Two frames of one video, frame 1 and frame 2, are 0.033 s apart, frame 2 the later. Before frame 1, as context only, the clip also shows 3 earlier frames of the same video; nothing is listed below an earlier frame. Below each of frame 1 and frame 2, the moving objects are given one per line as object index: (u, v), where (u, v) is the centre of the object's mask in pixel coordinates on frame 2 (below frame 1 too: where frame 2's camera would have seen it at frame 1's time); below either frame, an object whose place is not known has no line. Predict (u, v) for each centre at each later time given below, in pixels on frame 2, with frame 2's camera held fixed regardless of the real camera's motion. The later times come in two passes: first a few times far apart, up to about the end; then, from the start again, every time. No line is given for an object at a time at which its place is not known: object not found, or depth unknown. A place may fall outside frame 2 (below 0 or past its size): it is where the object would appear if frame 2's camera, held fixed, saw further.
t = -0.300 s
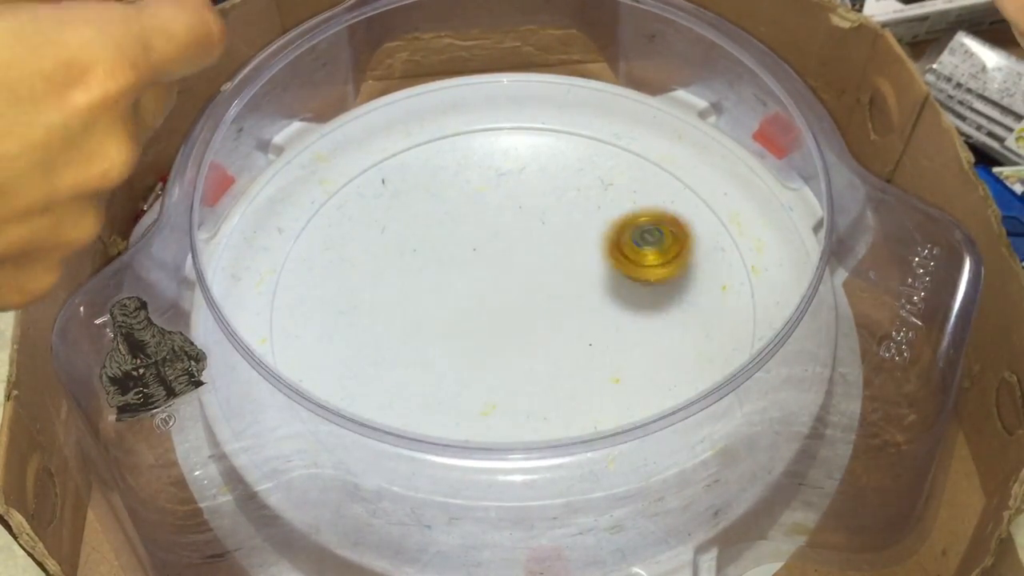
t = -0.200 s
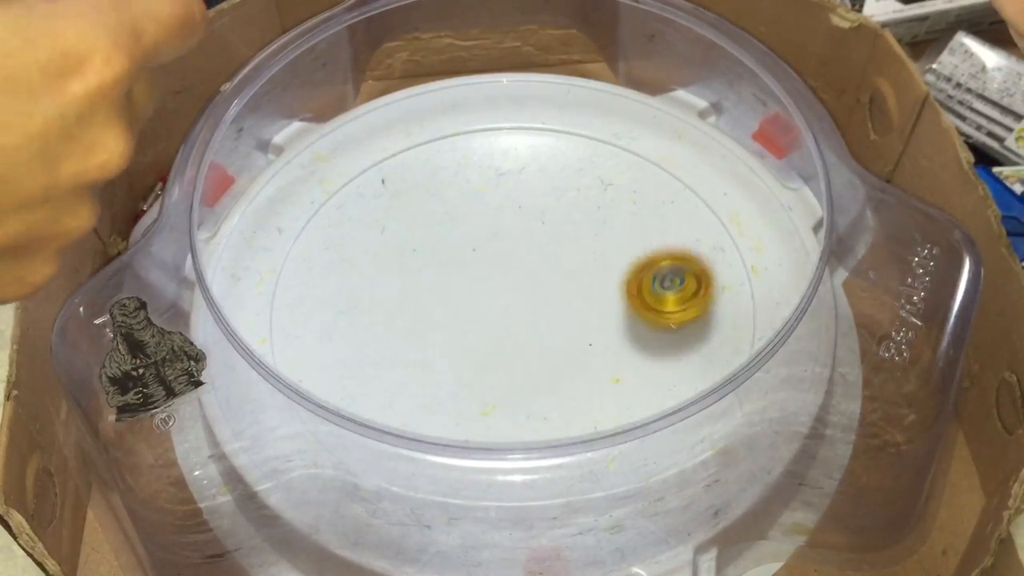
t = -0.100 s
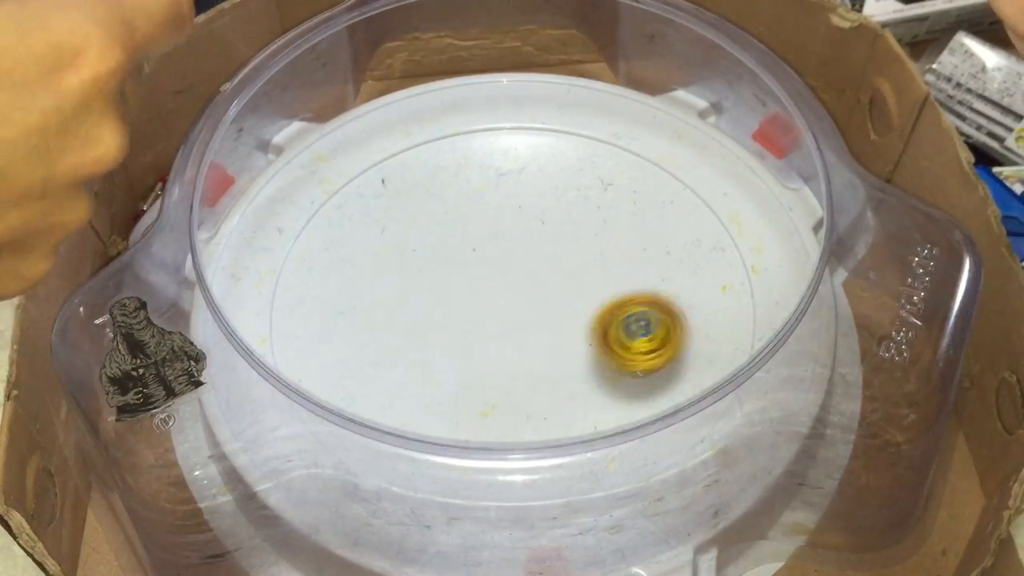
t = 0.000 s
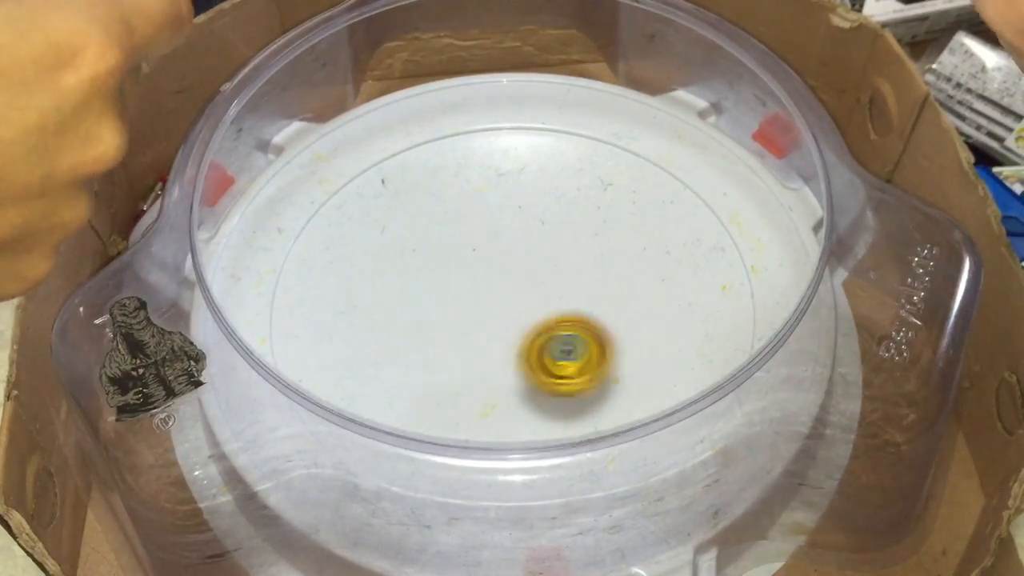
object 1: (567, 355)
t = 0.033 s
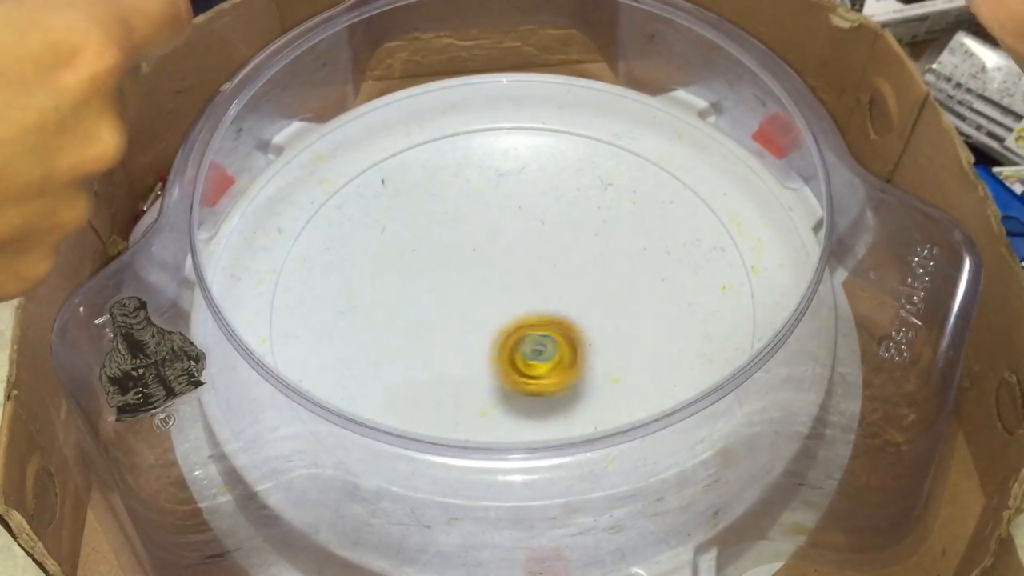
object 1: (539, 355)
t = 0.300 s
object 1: (409, 255)
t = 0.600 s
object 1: (505, 189)
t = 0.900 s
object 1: (550, 337)
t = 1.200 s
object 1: (406, 369)
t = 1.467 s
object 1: (467, 262)
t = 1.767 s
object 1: (623, 264)
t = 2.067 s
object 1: (536, 335)
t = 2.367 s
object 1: (431, 247)
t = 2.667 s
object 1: (512, 228)
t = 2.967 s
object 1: (523, 342)
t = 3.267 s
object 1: (438, 337)
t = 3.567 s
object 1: (513, 266)
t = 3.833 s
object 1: (583, 283)
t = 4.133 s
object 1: (509, 308)
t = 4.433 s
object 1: (457, 262)
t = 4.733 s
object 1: (504, 270)
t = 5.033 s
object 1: (517, 329)
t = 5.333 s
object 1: (488, 324)
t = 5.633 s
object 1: (514, 275)
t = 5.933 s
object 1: (548, 278)
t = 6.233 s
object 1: (493, 297)
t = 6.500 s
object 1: (463, 292)
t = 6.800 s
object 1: (493, 290)
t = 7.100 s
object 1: (532, 290)
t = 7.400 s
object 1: (526, 287)
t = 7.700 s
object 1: (502, 293)
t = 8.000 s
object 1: (489, 303)
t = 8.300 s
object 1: (505, 297)
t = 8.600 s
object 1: (516, 285)
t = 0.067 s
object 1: (514, 351)
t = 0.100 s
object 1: (490, 344)
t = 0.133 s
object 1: (468, 333)
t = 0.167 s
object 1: (449, 320)
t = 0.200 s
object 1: (433, 305)
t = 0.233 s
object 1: (422, 289)
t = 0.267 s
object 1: (414, 272)
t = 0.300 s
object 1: (409, 255)
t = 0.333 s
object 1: (407, 239)
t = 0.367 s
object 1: (409, 222)
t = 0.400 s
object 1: (415, 209)
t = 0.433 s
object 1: (423, 198)
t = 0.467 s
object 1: (436, 189)
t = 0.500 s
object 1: (452, 183)
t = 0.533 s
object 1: (467, 181)
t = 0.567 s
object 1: (486, 183)
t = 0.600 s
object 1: (505, 189)
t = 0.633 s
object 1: (522, 199)
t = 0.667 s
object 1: (538, 212)
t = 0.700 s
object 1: (550, 228)
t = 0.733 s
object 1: (558, 246)
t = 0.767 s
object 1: (563, 264)
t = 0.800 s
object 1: (565, 283)
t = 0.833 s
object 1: (562, 301)
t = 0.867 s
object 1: (558, 319)
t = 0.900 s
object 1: (550, 337)
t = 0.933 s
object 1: (539, 353)
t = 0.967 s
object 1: (524, 367)
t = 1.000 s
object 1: (508, 379)
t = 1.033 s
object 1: (489, 388)
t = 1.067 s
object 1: (469, 392)
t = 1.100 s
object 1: (448, 392)
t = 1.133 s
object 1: (431, 387)
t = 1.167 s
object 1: (417, 380)
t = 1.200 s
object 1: (406, 369)
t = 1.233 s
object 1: (400, 356)
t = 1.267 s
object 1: (397, 341)
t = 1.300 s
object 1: (399, 325)
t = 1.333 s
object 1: (406, 309)
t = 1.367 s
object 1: (419, 295)
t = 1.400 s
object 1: (433, 283)
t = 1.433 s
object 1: (449, 272)
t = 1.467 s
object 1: (467, 262)
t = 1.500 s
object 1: (486, 254)
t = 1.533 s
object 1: (506, 248)
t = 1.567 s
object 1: (527, 244)
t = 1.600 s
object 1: (547, 242)
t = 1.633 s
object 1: (564, 242)
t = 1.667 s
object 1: (582, 244)
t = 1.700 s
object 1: (599, 248)
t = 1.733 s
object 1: (613, 254)
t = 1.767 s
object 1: (623, 264)
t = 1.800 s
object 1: (629, 273)
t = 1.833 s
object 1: (630, 283)
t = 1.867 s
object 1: (628, 295)
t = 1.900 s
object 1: (622, 306)
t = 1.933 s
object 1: (611, 317)
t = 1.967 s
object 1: (594, 326)
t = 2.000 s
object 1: (576, 331)
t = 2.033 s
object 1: (557, 334)
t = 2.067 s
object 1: (536, 335)
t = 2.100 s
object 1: (515, 332)
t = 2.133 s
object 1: (496, 326)
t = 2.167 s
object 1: (479, 317)
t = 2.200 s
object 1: (465, 308)
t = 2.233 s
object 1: (452, 297)
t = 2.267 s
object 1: (441, 285)
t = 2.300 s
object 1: (434, 271)
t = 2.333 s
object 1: (432, 259)
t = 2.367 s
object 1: (431, 247)
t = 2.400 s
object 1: (432, 236)
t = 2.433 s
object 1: (437, 225)
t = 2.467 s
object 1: (446, 217)
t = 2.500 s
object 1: (455, 213)
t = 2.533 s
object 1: (464, 211)
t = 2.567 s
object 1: (476, 211)
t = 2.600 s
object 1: (490, 215)
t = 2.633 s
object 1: (500, 220)
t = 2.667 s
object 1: (512, 228)
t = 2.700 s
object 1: (523, 238)
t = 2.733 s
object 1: (532, 251)
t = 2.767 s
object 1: (537, 264)
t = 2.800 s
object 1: (541, 277)
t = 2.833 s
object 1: (543, 290)
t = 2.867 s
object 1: (541, 305)
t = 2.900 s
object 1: (537, 319)
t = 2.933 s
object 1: (531, 330)
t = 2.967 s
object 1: (523, 342)
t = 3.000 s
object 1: (512, 351)
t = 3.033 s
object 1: (501, 357)
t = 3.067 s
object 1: (489, 363)
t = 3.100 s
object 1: (478, 365)
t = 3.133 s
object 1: (465, 364)
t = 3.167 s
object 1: (455, 360)
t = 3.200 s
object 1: (448, 355)
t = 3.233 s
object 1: (441, 348)
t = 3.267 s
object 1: (438, 337)
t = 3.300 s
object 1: (439, 329)
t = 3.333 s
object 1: (441, 319)
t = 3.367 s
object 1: (447, 308)
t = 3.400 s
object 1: (455, 299)
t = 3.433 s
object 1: (464, 290)
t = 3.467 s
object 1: (475, 282)
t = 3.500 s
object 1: (488, 276)
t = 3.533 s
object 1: (499, 271)
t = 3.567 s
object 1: (513, 266)
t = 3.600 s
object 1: (527, 263)
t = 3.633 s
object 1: (538, 263)
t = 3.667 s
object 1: (551, 262)
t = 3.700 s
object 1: (563, 264)
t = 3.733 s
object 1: (570, 267)
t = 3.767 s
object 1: (577, 270)
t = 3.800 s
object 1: (583, 277)
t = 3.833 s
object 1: (583, 283)
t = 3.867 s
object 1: (583, 289)
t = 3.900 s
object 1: (580, 296)
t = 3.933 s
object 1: (573, 301)
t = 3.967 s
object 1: (566, 305)
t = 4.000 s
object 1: (556, 309)
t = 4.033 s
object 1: (544, 311)
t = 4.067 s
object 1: (533, 312)
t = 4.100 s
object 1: (519, 311)
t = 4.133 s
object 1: (509, 308)
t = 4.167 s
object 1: (498, 306)
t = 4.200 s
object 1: (487, 301)
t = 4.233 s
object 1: (478, 296)
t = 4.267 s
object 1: (471, 291)
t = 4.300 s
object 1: (465, 284)
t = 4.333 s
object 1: (461, 279)
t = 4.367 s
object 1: (458, 273)
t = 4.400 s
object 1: (457, 267)
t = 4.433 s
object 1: (457, 262)
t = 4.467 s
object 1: (459, 256)
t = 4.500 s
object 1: (463, 253)
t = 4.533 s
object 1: (467, 251)
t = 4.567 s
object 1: (473, 251)
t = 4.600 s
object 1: (479, 253)
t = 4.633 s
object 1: (488, 256)
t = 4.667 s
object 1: (492, 260)
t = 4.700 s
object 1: (499, 263)
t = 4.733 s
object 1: (504, 270)
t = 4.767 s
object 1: (509, 276)
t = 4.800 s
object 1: (514, 282)
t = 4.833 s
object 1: (516, 289)
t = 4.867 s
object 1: (520, 297)
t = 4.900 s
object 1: (520, 305)
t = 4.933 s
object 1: (521, 310)
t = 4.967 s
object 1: (520, 318)
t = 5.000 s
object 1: (518, 323)
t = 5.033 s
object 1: (517, 329)
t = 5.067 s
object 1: (512, 333)
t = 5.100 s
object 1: (509, 337)
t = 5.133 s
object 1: (505, 339)
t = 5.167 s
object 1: (503, 339)
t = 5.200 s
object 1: (497, 337)
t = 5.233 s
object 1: (495, 335)
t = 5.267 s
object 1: (492, 334)
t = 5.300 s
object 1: (490, 329)
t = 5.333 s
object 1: (488, 324)
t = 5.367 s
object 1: (489, 317)
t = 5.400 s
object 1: (488, 313)
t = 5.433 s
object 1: (490, 307)
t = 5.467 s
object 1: (492, 303)
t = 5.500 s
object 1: (496, 296)
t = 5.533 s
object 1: (499, 292)
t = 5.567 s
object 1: (503, 284)
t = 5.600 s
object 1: (508, 281)
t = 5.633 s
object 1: (514, 275)
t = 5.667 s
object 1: (519, 271)
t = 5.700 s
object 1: (525, 267)
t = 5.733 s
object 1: (532, 265)
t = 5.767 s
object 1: (537, 264)
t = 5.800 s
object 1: (543, 264)
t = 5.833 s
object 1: (547, 265)
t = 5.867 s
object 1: (549, 269)
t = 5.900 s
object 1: (550, 272)
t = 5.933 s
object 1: (548, 278)
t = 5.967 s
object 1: (545, 282)
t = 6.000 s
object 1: (539, 287)
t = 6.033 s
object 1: (534, 289)
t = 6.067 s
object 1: (525, 293)
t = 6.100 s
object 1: (518, 294)
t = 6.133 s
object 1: (509, 296)
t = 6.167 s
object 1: (506, 297)
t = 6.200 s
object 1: (498, 296)
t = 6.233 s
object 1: (493, 297)
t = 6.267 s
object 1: (487, 295)
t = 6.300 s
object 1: (483, 297)
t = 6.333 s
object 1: (478, 295)
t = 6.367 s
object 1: (473, 297)
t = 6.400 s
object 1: (469, 295)
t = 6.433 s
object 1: (465, 294)
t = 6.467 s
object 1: (466, 293)
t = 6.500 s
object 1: (463, 292)
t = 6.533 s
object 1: (466, 292)
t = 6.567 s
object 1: (466, 290)
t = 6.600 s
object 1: (469, 291)
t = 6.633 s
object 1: (474, 290)
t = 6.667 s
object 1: (476, 290)
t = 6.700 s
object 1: (482, 290)
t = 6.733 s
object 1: (483, 291)
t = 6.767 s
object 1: (490, 292)
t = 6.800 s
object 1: (493, 290)
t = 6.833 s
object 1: (498, 292)
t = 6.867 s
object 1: (504, 291)
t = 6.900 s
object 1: (506, 292)
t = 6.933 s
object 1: (513, 293)
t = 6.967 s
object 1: (515, 292)
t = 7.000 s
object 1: (520, 293)
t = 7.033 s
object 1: (524, 291)
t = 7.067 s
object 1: (525, 292)
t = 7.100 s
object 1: (532, 290)
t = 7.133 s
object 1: (530, 290)
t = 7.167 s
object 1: (532, 291)
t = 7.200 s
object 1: (534, 289)
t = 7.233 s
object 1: (532, 289)
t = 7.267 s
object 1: (535, 289)
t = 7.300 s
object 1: (531, 287)
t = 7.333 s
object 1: (531, 289)
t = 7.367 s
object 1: (532, 286)
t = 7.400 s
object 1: (526, 287)
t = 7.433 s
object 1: (527, 290)
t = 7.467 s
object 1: (524, 286)
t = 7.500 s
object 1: (521, 288)
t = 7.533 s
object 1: (520, 288)
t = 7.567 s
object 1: (514, 290)
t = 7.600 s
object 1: (513, 291)
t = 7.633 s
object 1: (507, 291)
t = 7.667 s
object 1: (506, 294)
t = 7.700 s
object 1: (502, 293)
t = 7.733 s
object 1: (498, 296)
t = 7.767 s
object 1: (499, 297)
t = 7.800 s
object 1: (493, 296)
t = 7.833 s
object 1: (492, 301)
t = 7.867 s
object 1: (494, 299)
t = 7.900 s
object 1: (489, 300)
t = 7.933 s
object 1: (490, 303)
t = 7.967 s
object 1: (492, 302)
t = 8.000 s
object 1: (489, 303)
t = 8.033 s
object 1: (492, 305)
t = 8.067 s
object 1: (494, 303)
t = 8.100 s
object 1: (491, 303)
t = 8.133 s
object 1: (494, 302)
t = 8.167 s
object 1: (495, 302)
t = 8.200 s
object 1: (497, 302)
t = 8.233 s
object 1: (500, 300)
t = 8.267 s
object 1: (500, 299)
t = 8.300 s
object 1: (505, 297)
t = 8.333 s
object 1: (504, 295)
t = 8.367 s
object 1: (508, 295)
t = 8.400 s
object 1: (511, 291)
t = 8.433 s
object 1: (509, 291)
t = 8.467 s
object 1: (512, 292)
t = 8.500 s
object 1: (515, 288)
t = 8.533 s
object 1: (511, 287)
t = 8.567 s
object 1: (513, 289)
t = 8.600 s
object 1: (516, 285)
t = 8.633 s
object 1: (512, 284)
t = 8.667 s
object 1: (512, 286)
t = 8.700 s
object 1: (513, 284)
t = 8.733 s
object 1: (510, 284)
